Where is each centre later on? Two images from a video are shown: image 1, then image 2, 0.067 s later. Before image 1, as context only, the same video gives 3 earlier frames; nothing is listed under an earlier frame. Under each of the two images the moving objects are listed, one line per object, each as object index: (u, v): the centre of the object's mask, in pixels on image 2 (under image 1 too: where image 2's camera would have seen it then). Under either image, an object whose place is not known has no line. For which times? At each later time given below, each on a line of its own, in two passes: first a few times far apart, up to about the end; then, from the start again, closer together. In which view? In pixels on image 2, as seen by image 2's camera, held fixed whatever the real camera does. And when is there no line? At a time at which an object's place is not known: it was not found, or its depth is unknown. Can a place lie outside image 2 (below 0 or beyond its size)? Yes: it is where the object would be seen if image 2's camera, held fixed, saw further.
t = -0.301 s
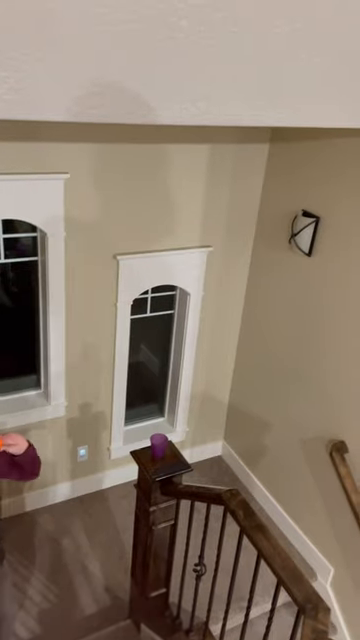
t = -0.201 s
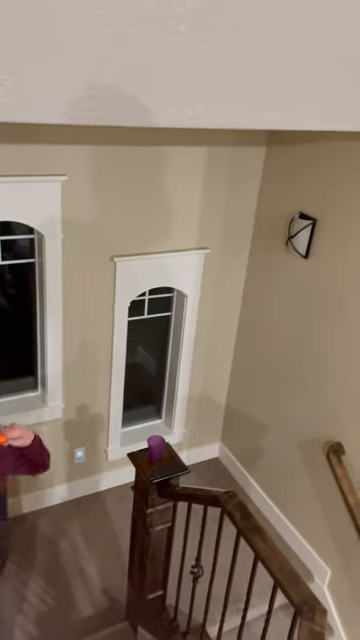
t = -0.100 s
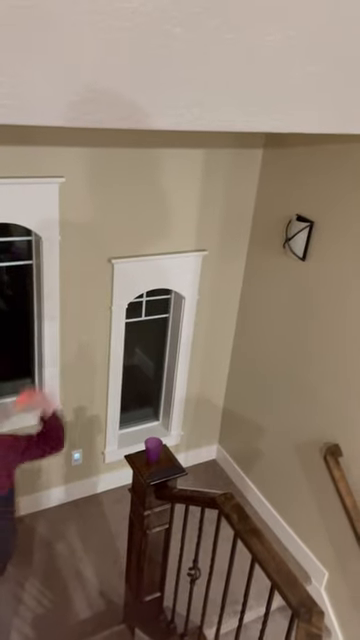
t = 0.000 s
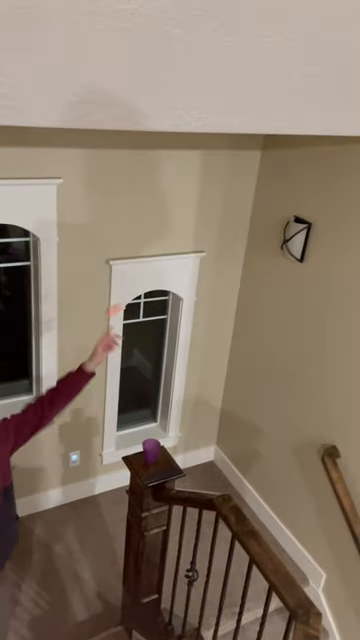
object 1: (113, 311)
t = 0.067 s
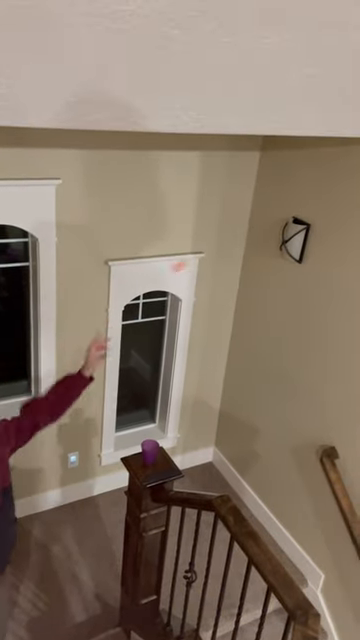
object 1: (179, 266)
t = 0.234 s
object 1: (327, 209)
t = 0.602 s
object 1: (256, 304)
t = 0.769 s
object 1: (154, 436)
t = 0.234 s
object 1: (327, 209)
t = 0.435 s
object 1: (354, 225)
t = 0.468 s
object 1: (337, 235)
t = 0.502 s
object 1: (317, 248)
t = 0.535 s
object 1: (298, 265)
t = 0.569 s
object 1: (277, 285)
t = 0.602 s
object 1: (256, 304)
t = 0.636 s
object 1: (237, 326)
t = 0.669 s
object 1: (215, 353)
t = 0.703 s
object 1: (194, 381)
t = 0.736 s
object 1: (173, 409)
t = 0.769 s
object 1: (154, 436)
